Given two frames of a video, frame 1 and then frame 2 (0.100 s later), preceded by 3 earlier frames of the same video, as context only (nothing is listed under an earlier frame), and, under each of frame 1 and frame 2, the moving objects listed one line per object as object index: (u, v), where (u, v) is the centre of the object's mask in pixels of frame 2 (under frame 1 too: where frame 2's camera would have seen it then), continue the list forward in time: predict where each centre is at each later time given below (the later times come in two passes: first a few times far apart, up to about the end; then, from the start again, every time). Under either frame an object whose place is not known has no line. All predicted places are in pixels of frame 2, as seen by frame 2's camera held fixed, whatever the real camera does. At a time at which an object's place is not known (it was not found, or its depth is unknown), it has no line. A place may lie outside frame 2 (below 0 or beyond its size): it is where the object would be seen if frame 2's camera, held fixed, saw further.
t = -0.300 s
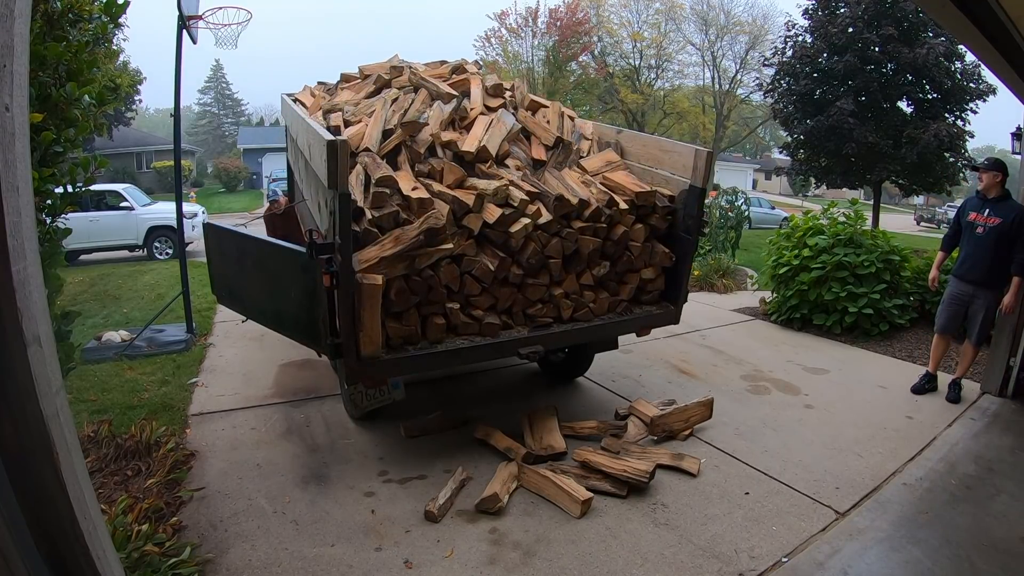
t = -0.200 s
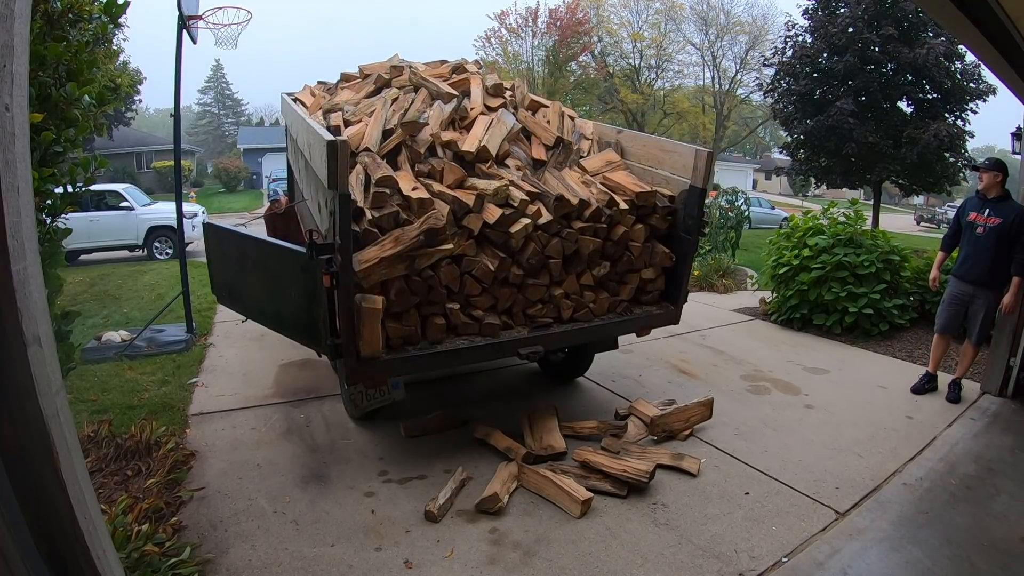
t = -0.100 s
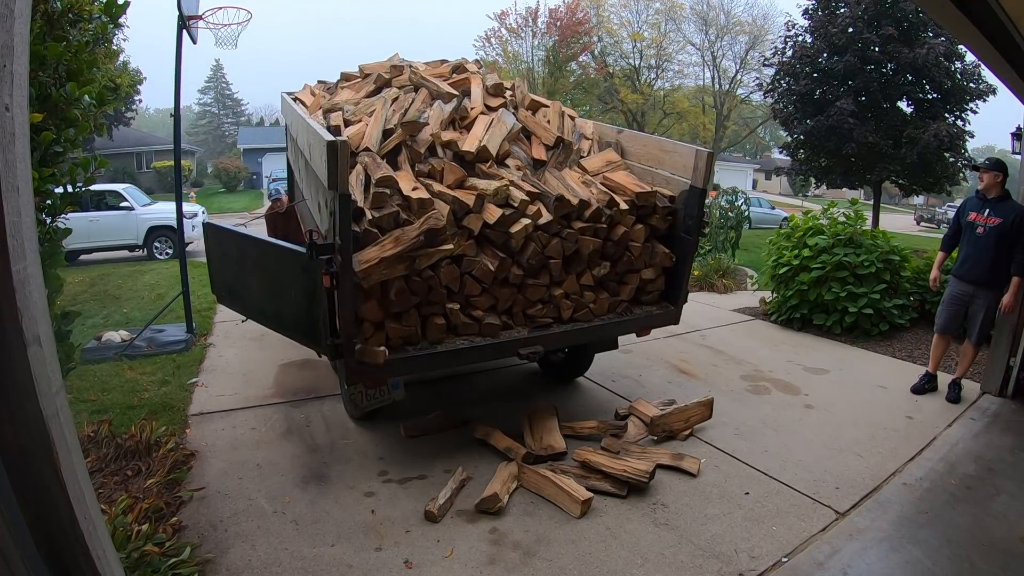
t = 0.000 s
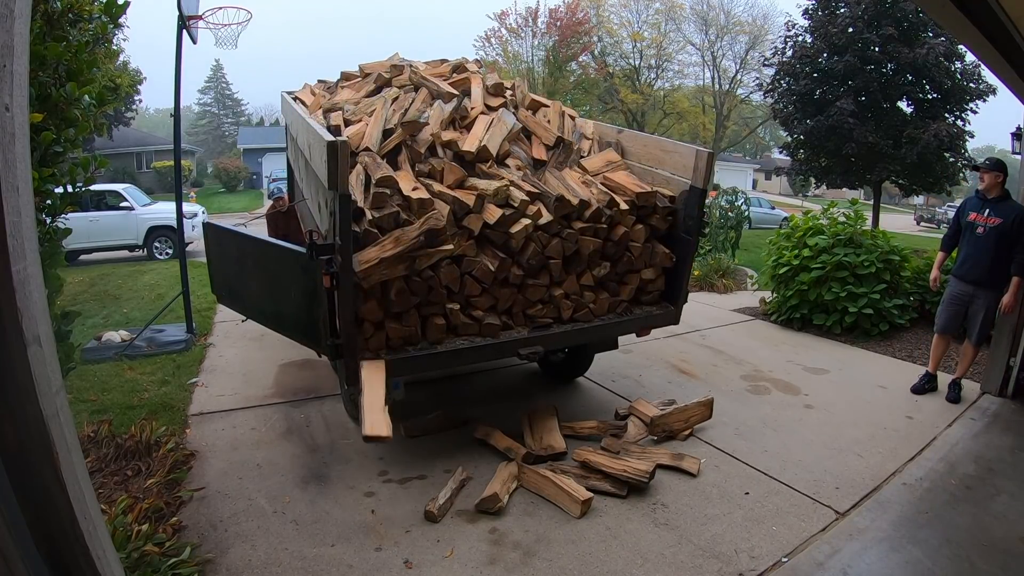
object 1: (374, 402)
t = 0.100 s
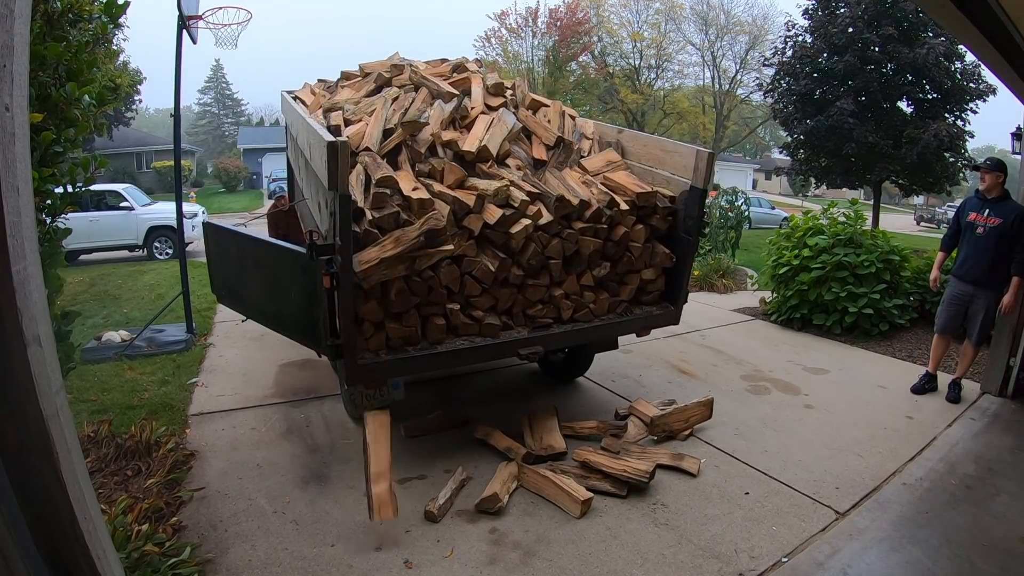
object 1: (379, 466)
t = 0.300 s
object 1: (357, 485)
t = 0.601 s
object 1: (322, 518)
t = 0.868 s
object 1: (319, 557)
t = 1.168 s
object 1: (320, 558)
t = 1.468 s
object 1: (320, 558)
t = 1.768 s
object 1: (320, 558)
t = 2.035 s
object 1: (320, 558)
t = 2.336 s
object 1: (320, 558)
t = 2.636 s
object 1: (320, 558)
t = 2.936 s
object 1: (320, 558)
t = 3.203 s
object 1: (320, 558)
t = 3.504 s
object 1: (320, 558)
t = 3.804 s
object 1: (320, 558)
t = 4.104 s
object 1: (320, 558)
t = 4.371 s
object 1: (320, 558)
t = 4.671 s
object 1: (320, 558)
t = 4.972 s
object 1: (320, 558)
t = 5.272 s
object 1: (320, 558)
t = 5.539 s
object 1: (320, 558)
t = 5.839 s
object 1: (320, 558)
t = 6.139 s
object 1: (320, 558)
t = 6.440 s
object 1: (320, 558)
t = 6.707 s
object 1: (320, 558)
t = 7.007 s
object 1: (320, 558)
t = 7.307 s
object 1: (320, 558)
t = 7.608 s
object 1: (320, 558)
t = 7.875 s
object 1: (320, 558)
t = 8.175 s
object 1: (320, 558)
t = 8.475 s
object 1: (320, 558)
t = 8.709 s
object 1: (320, 558)
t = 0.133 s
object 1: (381, 491)
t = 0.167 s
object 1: (376, 489)
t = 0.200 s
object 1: (370, 482)
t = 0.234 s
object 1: (366, 480)
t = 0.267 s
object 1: (362, 482)
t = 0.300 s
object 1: (357, 485)
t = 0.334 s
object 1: (352, 486)
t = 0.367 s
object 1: (348, 493)
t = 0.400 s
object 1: (344, 496)
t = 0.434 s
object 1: (341, 498)
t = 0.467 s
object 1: (339, 502)
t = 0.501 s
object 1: (336, 505)
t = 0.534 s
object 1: (332, 508)
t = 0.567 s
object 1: (327, 512)
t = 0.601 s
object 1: (322, 518)
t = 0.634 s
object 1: (317, 524)
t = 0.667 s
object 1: (314, 533)
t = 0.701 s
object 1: (311, 543)
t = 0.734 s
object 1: (310, 553)
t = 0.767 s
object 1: (312, 554)
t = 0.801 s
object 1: (312, 552)
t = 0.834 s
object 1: (312, 556)
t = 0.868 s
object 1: (319, 557)
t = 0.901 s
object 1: (322, 559)
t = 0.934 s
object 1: (320, 558)
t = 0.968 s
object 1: (320, 558)
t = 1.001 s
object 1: (320, 558)
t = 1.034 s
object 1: (321, 558)
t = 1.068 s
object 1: (321, 557)
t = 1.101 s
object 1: (321, 557)
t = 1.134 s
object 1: (320, 558)
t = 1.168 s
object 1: (320, 558)
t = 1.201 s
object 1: (320, 558)
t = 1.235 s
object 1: (320, 558)
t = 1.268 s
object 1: (320, 558)
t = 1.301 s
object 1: (320, 558)
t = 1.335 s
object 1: (320, 558)
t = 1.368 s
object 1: (320, 558)
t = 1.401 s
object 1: (320, 558)
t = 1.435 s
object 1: (320, 558)
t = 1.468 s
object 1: (320, 558)
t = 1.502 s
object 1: (320, 558)
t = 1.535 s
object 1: (320, 558)
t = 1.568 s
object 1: (320, 558)
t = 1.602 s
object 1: (320, 558)
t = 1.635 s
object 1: (320, 558)
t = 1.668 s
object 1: (320, 558)
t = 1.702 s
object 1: (320, 558)
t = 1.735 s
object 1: (320, 558)
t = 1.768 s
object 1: (320, 558)
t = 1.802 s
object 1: (320, 558)
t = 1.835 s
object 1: (320, 558)
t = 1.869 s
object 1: (320, 558)
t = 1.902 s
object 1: (320, 558)
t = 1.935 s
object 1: (320, 558)
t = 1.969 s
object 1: (320, 558)
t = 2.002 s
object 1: (320, 558)
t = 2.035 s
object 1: (320, 558)
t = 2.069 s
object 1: (320, 558)
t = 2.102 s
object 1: (320, 558)
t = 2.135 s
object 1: (320, 558)
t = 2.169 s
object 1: (320, 558)
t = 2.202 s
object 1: (320, 558)
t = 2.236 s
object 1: (320, 558)
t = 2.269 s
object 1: (320, 558)
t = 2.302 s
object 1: (320, 558)
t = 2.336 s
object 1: (320, 558)
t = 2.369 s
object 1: (320, 558)
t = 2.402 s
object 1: (320, 558)
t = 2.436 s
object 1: (320, 558)
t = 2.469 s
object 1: (320, 558)
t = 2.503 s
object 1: (320, 558)
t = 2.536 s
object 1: (320, 558)
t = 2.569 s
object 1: (320, 558)
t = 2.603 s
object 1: (320, 558)
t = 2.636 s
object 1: (320, 558)
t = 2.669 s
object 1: (320, 558)
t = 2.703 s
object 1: (320, 558)
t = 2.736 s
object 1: (320, 558)
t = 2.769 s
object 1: (320, 558)
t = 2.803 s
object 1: (320, 558)
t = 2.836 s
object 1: (320, 558)
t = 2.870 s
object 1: (320, 558)
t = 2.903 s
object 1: (320, 558)
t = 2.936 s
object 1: (320, 558)
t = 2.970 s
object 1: (320, 558)
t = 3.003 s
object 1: (320, 558)
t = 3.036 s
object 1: (320, 558)
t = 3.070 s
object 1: (320, 558)
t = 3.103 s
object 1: (320, 558)
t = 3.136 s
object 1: (320, 558)
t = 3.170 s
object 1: (320, 558)
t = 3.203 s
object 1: (320, 558)
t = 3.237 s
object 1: (320, 558)
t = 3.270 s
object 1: (320, 558)
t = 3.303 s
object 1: (320, 558)
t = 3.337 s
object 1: (320, 558)
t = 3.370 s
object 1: (320, 558)
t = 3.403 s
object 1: (320, 558)
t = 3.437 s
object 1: (320, 558)
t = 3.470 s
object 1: (320, 558)
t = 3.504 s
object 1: (320, 558)
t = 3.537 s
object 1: (320, 558)
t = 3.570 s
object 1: (320, 558)
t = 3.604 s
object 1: (320, 558)
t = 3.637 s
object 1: (320, 558)
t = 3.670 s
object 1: (320, 558)
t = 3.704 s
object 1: (320, 558)
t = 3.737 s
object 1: (320, 558)
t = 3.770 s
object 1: (320, 558)
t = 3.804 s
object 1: (320, 558)
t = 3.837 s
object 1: (320, 558)
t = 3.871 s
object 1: (320, 558)
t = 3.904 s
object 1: (320, 558)
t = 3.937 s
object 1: (320, 558)
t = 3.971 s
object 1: (320, 558)
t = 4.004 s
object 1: (320, 558)
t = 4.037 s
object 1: (320, 558)
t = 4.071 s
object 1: (320, 558)
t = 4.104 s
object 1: (320, 558)
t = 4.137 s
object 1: (320, 558)
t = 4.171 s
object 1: (320, 558)
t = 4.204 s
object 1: (320, 558)
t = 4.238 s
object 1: (320, 558)
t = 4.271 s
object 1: (320, 558)
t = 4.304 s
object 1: (320, 558)
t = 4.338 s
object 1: (320, 558)
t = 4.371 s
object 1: (320, 558)
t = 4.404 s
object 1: (320, 558)
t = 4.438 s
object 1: (320, 558)
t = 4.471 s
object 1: (320, 558)
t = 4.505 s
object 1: (320, 558)
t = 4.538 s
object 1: (320, 558)
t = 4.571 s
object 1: (320, 558)
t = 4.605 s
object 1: (320, 558)
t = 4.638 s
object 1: (320, 558)
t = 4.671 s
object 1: (320, 558)
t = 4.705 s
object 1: (320, 558)
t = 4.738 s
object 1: (320, 558)
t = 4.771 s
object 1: (320, 558)
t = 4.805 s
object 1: (320, 558)
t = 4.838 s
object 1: (320, 558)
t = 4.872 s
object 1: (320, 558)
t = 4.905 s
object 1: (320, 558)
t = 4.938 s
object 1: (320, 558)
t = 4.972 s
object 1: (320, 558)
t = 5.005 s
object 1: (320, 558)
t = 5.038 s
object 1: (320, 558)
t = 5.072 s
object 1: (320, 558)
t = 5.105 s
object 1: (320, 558)
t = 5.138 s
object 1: (320, 558)
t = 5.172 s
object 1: (320, 558)
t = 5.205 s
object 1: (320, 558)
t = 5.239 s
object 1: (320, 558)
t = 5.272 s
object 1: (320, 558)
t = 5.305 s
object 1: (320, 558)
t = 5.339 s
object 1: (320, 558)
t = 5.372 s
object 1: (320, 558)
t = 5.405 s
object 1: (320, 558)
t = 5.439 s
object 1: (320, 558)
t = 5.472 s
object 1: (320, 558)
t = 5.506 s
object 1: (320, 558)
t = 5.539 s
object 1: (320, 558)
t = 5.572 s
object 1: (320, 558)
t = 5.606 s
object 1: (320, 558)
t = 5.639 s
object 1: (320, 558)
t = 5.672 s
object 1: (320, 558)
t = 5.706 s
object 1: (320, 558)
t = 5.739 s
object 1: (320, 558)
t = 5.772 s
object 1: (320, 558)
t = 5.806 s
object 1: (320, 558)
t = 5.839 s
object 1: (320, 558)
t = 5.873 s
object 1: (320, 558)
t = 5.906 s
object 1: (320, 558)
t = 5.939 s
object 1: (320, 558)
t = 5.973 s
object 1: (320, 558)
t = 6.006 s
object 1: (320, 558)
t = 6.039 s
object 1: (320, 558)
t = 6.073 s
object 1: (320, 558)
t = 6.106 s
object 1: (320, 558)
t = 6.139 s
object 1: (320, 558)
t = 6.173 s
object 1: (320, 558)
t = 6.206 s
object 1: (320, 558)
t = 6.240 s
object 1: (320, 558)
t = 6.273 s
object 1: (320, 558)
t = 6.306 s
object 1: (320, 558)
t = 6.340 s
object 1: (320, 558)
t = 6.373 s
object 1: (320, 558)
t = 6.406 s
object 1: (320, 558)
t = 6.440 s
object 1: (320, 558)
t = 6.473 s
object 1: (320, 558)
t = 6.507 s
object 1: (320, 558)
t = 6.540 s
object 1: (320, 558)
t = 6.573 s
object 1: (320, 558)
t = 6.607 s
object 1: (320, 558)
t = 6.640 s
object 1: (320, 558)
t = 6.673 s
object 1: (320, 558)
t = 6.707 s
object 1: (320, 558)
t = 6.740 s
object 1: (320, 558)
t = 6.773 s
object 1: (320, 558)
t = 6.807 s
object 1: (320, 558)
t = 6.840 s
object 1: (320, 558)
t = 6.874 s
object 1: (320, 558)
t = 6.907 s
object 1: (320, 558)
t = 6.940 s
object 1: (320, 558)
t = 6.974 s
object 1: (320, 558)
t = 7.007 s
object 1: (320, 558)
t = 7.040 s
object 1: (320, 558)
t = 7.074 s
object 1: (320, 558)
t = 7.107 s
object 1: (320, 558)
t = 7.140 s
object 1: (320, 558)
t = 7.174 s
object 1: (320, 558)
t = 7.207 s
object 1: (320, 558)
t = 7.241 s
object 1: (320, 558)
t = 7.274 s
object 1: (320, 558)
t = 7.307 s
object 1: (320, 558)
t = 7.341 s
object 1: (320, 558)
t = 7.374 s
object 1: (320, 558)
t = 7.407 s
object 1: (320, 558)
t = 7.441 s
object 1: (320, 558)
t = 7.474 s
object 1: (320, 558)
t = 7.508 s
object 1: (320, 558)
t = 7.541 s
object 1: (320, 558)
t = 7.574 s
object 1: (320, 558)
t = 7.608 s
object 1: (320, 558)
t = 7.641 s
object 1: (320, 558)
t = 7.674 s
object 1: (320, 558)
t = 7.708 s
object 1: (320, 558)
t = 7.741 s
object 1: (320, 558)
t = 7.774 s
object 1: (320, 558)
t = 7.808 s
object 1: (320, 558)
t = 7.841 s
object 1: (320, 558)
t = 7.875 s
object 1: (320, 558)
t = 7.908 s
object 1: (320, 558)
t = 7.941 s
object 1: (320, 558)
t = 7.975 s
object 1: (320, 558)
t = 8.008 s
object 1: (320, 558)
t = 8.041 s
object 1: (320, 558)
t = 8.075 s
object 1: (320, 558)
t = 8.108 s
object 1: (320, 558)
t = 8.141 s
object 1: (320, 558)
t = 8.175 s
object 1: (320, 558)
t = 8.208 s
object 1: (320, 558)
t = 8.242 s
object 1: (320, 558)
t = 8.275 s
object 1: (320, 558)
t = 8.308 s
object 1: (320, 558)
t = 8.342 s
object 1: (320, 558)
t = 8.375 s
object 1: (320, 558)
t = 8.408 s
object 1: (320, 558)
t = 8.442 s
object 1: (320, 558)
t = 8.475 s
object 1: (320, 558)
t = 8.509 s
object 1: (320, 558)
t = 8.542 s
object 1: (320, 558)
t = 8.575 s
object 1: (320, 558)
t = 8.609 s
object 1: (320, 558)
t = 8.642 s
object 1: (320, 558)
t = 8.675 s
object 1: (320, 558)
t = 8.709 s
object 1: (320, 558)
